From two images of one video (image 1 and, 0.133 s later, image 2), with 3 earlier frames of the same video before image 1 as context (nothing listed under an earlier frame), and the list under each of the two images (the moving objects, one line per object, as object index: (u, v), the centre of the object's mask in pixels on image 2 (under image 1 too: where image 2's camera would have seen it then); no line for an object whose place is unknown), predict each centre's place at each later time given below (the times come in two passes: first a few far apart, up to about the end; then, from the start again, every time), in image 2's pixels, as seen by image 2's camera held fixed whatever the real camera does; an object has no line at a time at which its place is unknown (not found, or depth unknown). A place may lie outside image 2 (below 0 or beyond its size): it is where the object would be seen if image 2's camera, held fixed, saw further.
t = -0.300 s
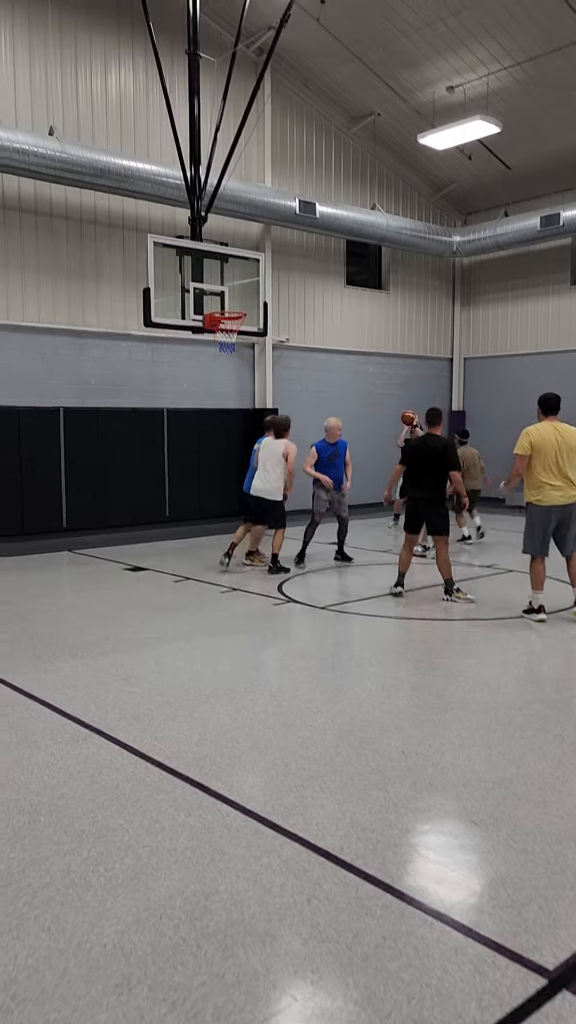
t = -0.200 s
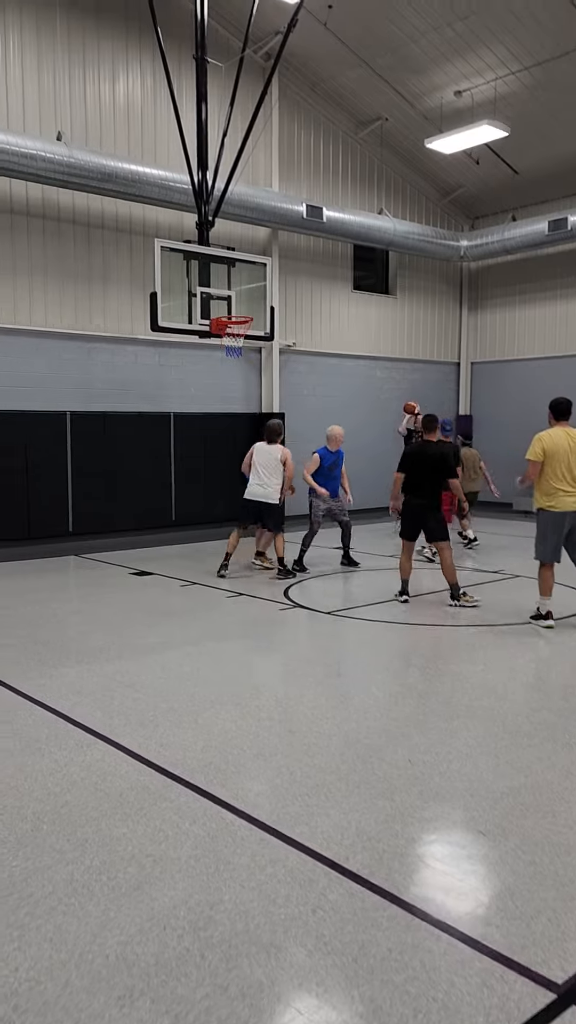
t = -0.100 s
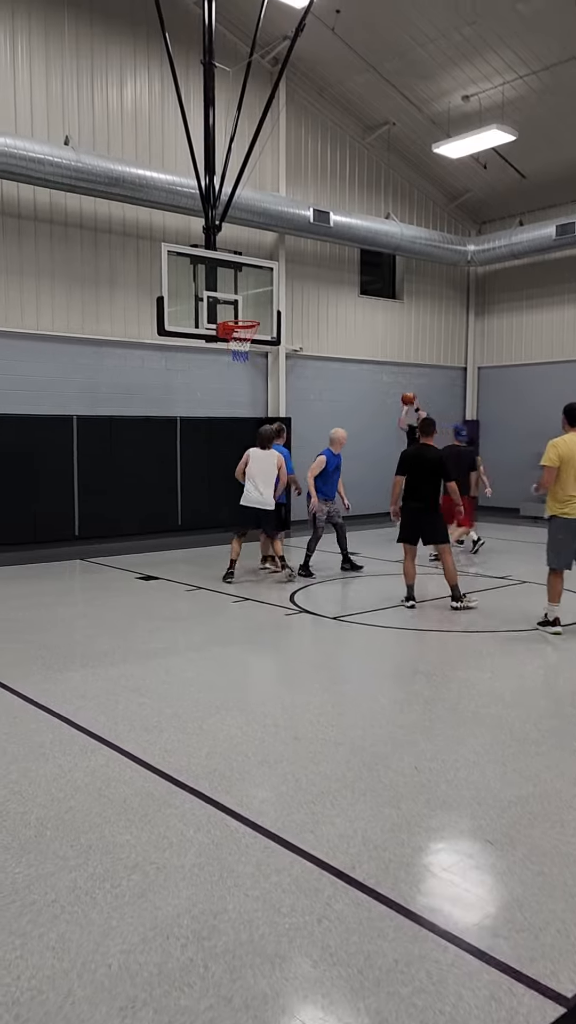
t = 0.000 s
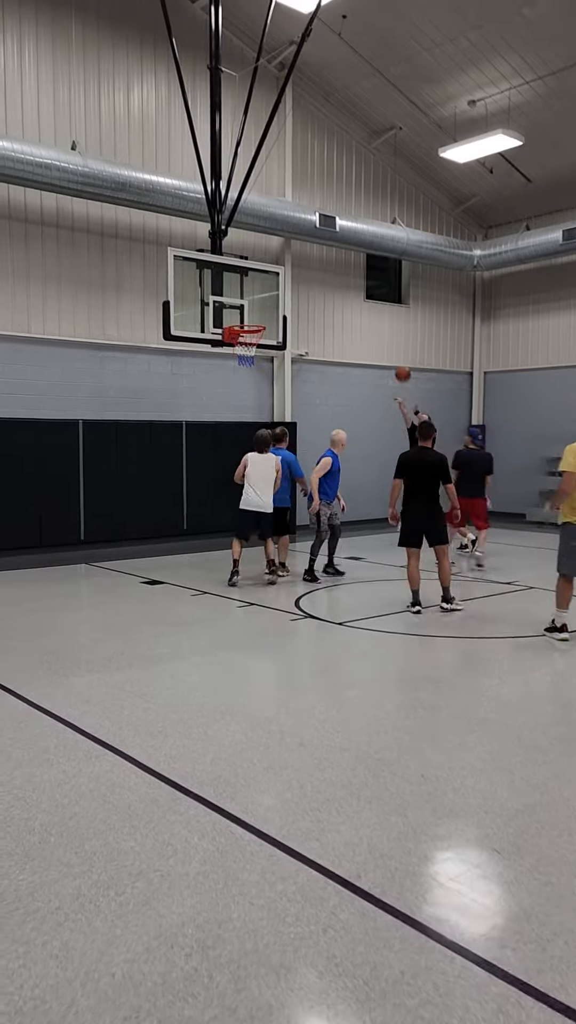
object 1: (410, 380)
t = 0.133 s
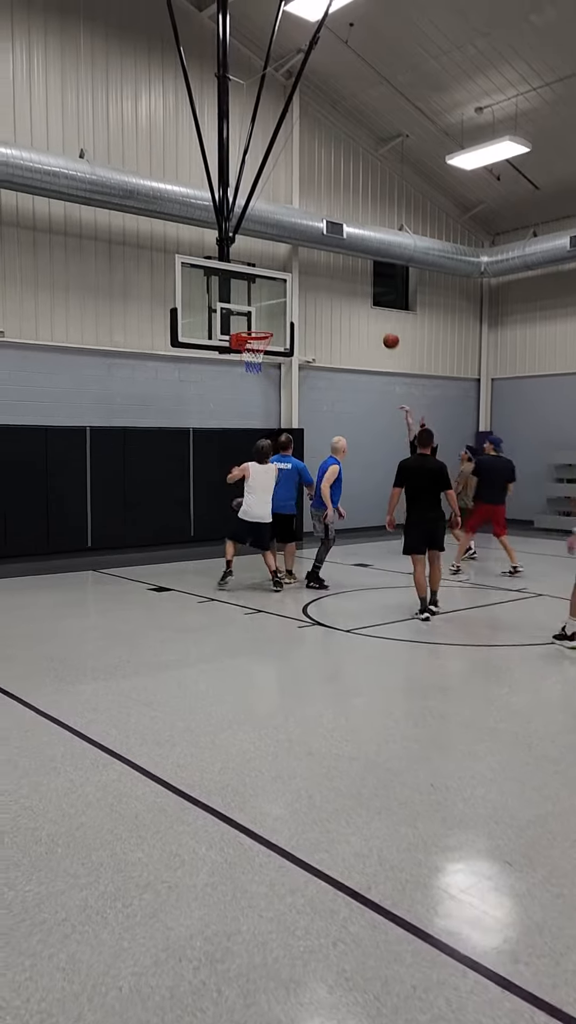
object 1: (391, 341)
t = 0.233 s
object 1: (376, 318)
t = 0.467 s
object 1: (338, 287)
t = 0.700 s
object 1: (297, 295)
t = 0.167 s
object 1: (386, 332)
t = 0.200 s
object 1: (381, 325)
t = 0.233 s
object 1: (376, 318)
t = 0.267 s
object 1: (370, 311)
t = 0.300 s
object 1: (365, 306)
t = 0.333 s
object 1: (359, 301)
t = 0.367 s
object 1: (354, 296)
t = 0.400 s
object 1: (349, 292)
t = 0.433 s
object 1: (344, 289)
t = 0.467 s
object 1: (338, 287)
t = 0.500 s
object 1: (332, 286)
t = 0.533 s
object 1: (326, 285)
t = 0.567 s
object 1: (320, 286)
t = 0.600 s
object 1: (315, 286)
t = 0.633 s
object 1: (309, 288)
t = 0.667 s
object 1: (303, 291)
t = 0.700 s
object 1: (297, 295)
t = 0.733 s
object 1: (289, 300)
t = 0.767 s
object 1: (283, 304)
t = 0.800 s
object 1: (278, 310)
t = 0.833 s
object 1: (270, 318)
